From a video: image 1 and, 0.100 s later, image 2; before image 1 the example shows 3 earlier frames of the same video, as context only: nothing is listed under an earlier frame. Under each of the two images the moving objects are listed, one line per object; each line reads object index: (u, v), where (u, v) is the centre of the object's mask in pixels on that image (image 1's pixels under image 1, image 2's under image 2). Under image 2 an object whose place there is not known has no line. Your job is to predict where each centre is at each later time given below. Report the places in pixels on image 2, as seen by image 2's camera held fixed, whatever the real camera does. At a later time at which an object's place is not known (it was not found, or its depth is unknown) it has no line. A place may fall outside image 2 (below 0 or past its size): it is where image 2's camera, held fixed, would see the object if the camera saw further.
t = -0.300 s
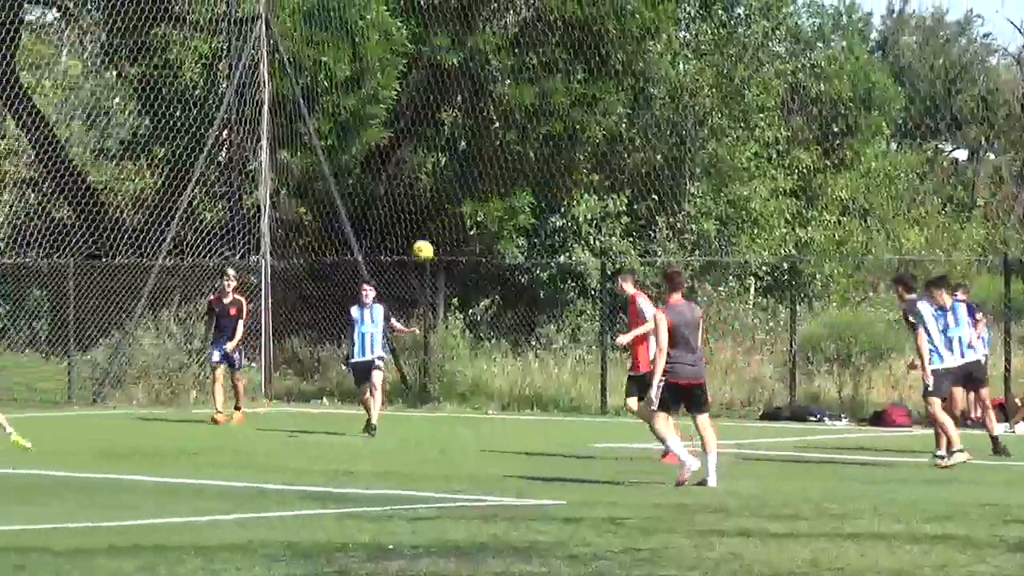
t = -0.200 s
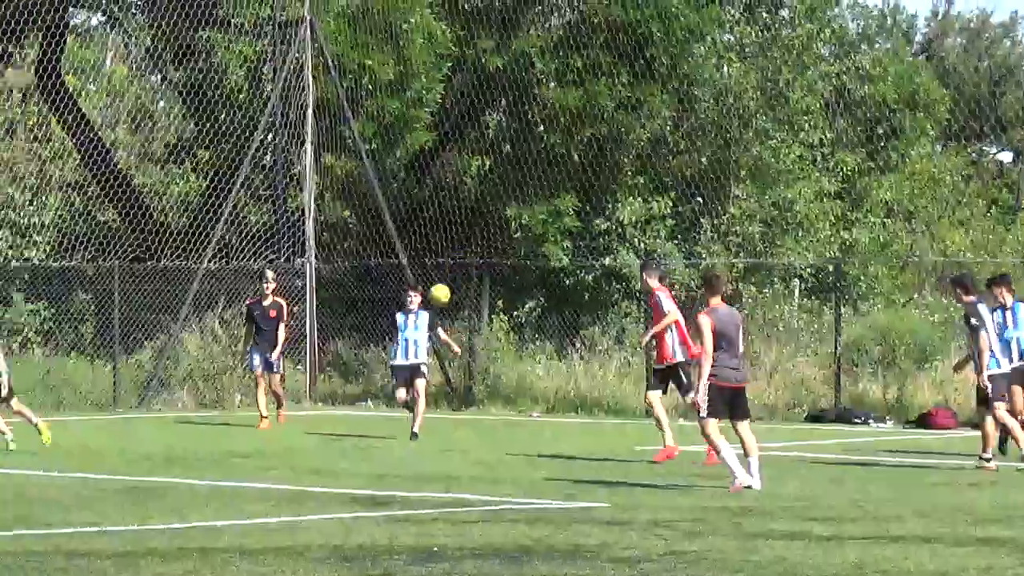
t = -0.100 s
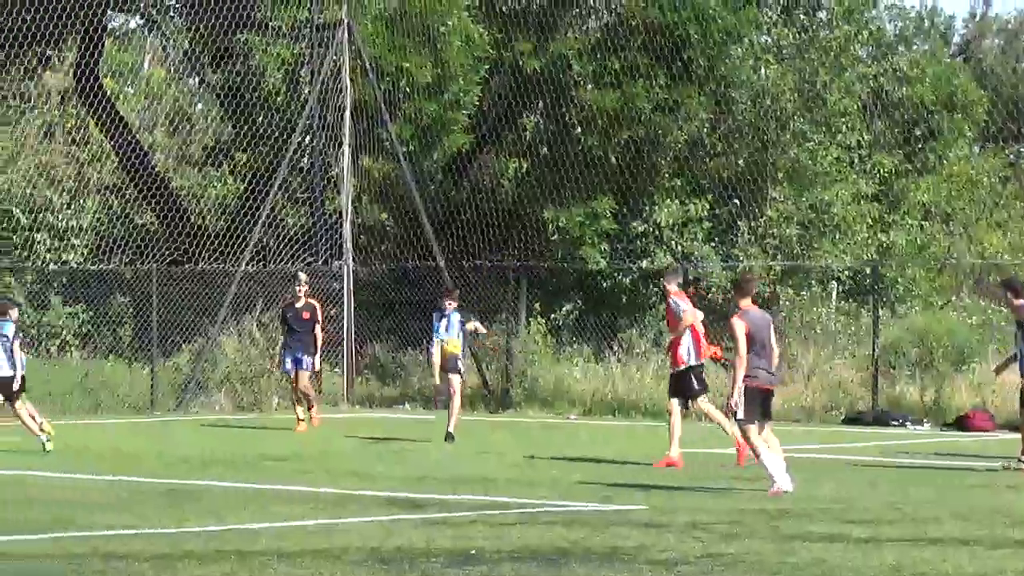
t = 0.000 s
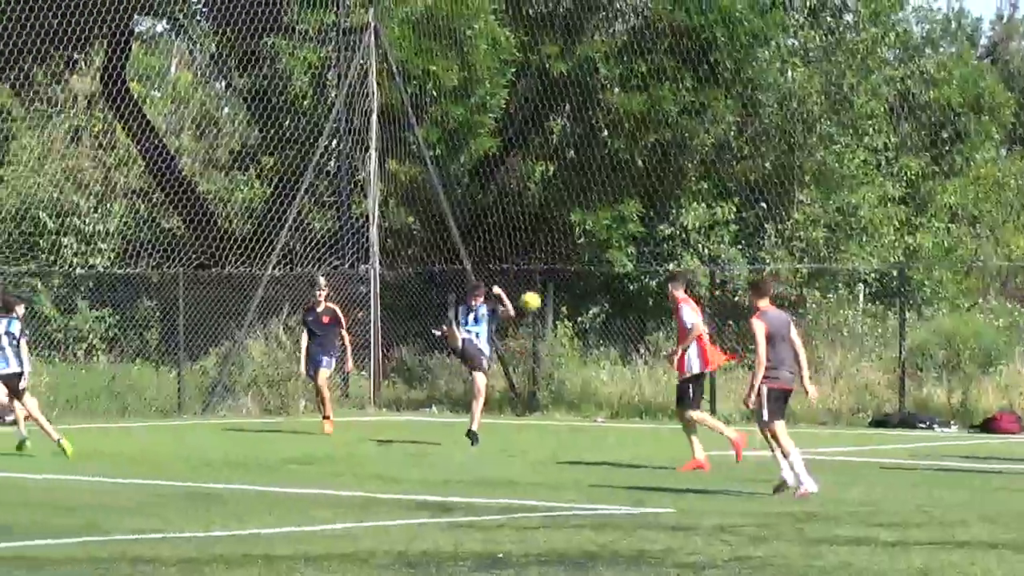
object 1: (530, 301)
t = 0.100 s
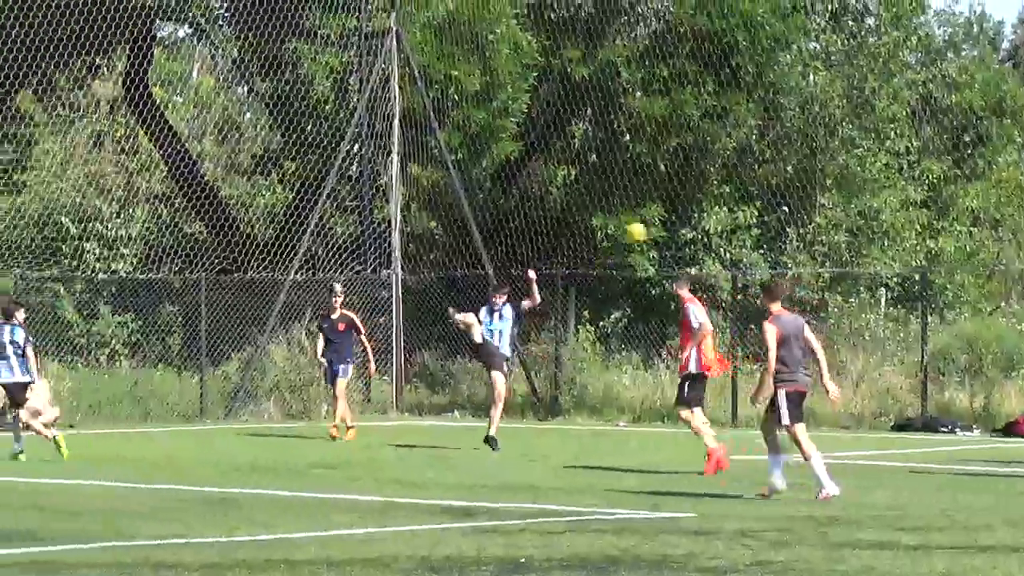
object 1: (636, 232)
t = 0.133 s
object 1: (665, 208)
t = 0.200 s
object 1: (721, 168)
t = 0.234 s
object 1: (750, 149)
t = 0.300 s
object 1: (807, 115)
